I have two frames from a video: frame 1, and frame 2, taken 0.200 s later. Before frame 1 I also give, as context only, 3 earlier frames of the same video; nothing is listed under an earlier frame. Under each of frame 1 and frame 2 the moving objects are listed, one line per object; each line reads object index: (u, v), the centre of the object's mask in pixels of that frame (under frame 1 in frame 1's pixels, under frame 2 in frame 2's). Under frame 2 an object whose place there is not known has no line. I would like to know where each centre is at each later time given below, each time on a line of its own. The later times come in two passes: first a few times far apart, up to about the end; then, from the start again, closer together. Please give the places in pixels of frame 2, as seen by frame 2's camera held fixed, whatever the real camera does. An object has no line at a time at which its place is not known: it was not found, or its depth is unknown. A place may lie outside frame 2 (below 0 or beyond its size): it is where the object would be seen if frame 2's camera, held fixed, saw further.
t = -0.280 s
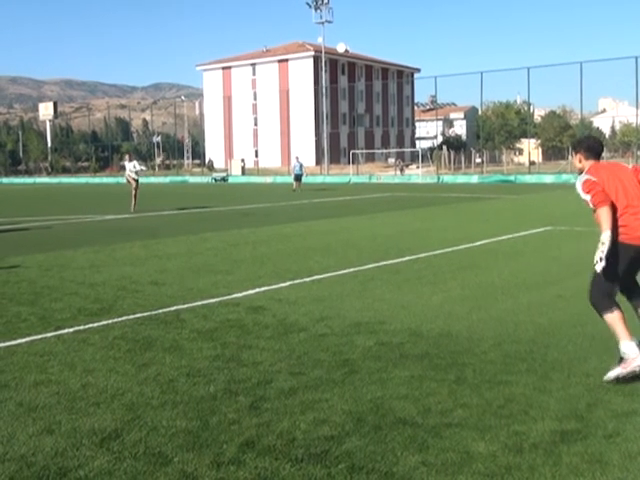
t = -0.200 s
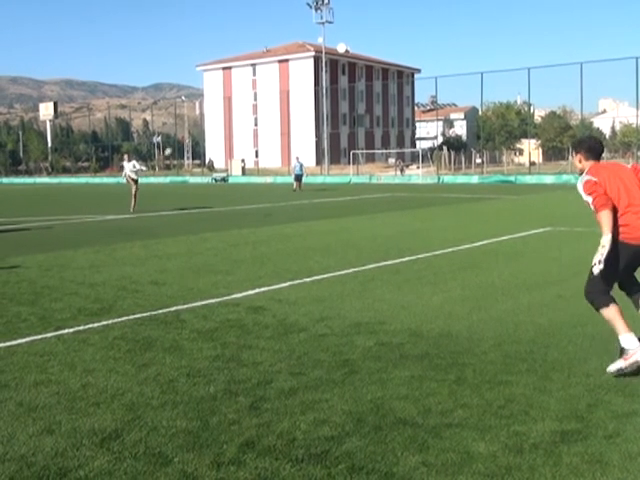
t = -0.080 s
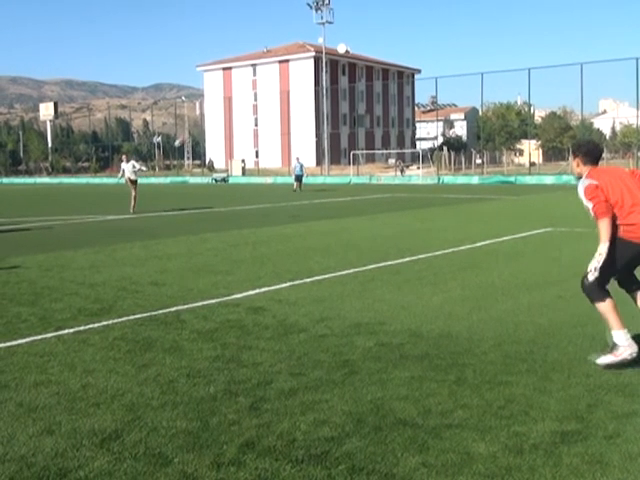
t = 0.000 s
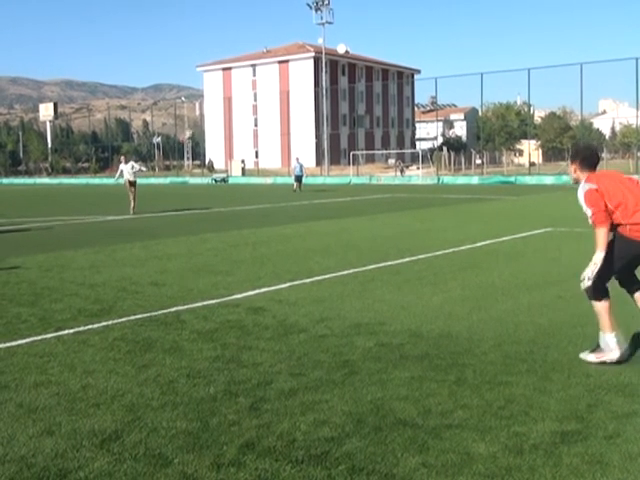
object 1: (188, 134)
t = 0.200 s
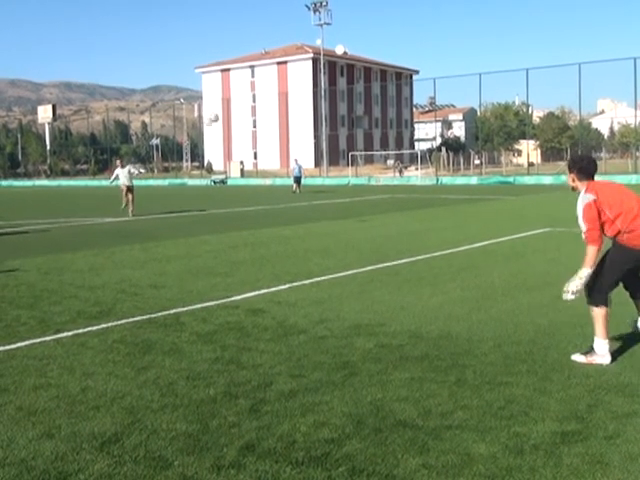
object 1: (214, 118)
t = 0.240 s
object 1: (217, 116)
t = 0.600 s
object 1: (274, 85)
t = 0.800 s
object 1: (319, 64)
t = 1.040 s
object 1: (385, 46)
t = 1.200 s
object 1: (436, 35)
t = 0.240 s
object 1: (217, 116)
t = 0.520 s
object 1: (263, 90)
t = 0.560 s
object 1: (272, 86)
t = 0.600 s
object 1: (274, 85)
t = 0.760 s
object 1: (311, 68)
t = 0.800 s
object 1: (319, 64)
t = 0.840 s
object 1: (326, 61)
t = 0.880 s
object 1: (338, 57)
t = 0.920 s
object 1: (353, 53)
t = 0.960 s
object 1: (362, 52)
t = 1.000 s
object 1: (371, 50)
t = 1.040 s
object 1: (385, 46)
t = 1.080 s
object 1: (400, 43)
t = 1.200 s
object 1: (436, 35)
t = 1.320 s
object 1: (480, 28)
